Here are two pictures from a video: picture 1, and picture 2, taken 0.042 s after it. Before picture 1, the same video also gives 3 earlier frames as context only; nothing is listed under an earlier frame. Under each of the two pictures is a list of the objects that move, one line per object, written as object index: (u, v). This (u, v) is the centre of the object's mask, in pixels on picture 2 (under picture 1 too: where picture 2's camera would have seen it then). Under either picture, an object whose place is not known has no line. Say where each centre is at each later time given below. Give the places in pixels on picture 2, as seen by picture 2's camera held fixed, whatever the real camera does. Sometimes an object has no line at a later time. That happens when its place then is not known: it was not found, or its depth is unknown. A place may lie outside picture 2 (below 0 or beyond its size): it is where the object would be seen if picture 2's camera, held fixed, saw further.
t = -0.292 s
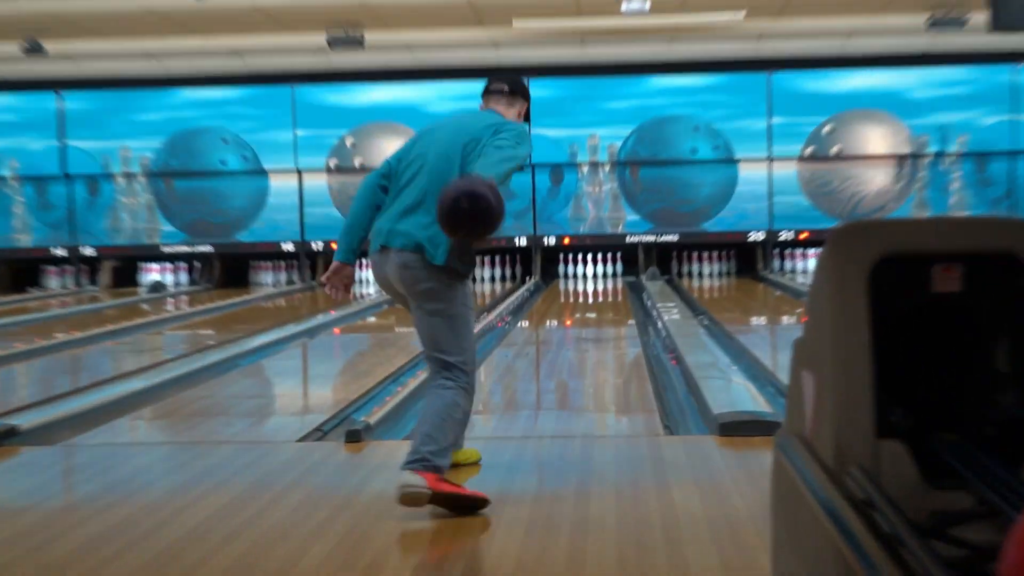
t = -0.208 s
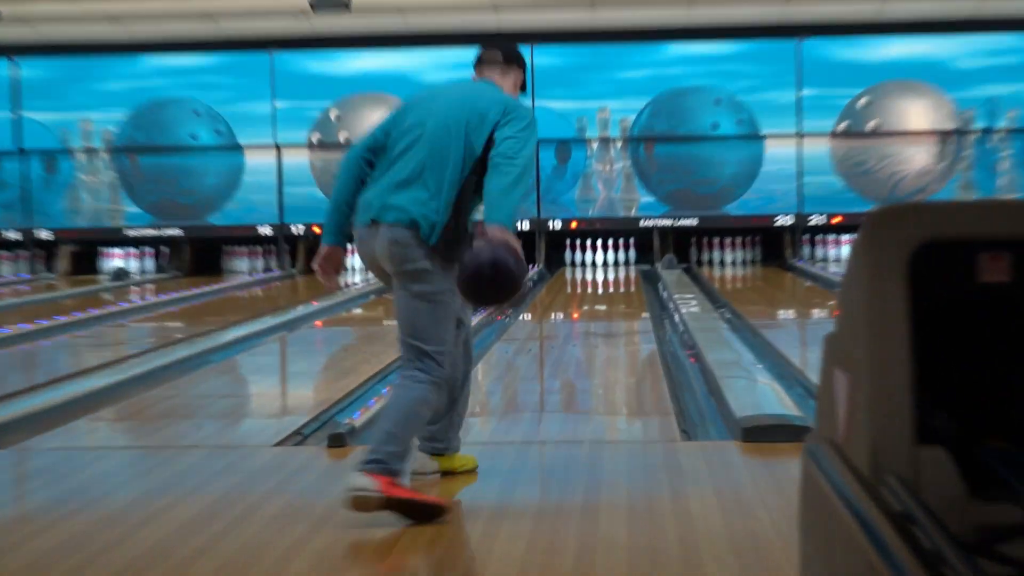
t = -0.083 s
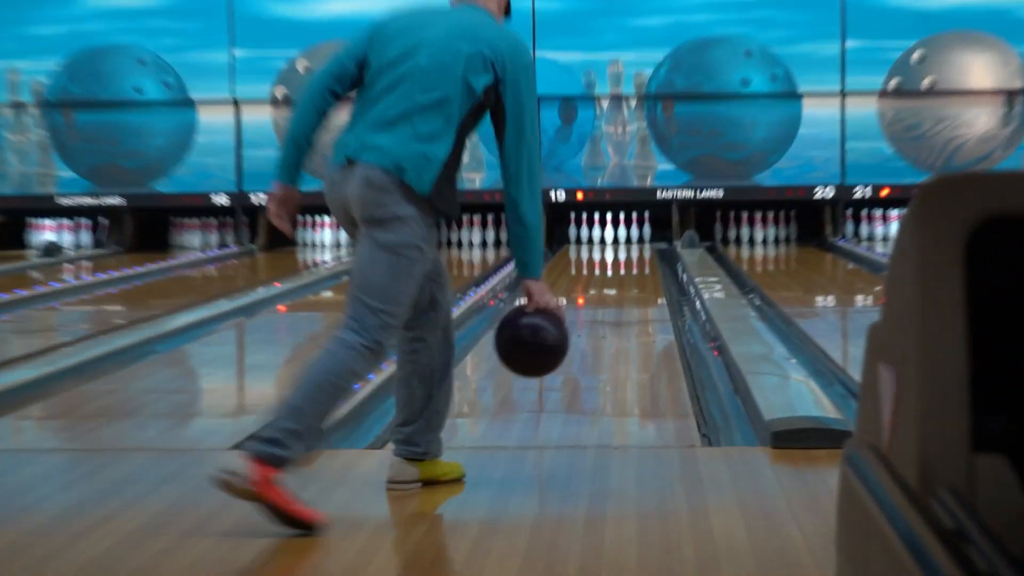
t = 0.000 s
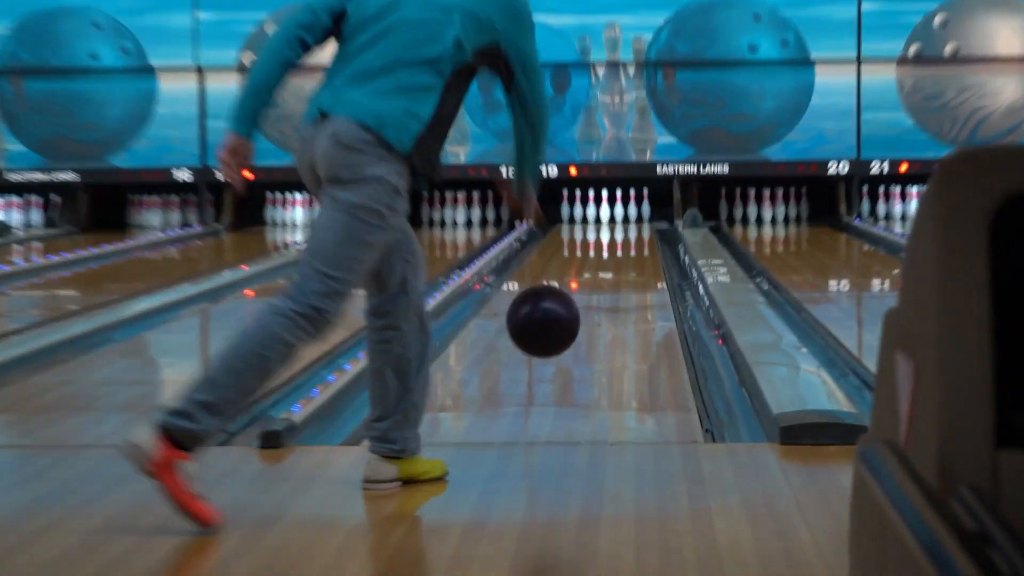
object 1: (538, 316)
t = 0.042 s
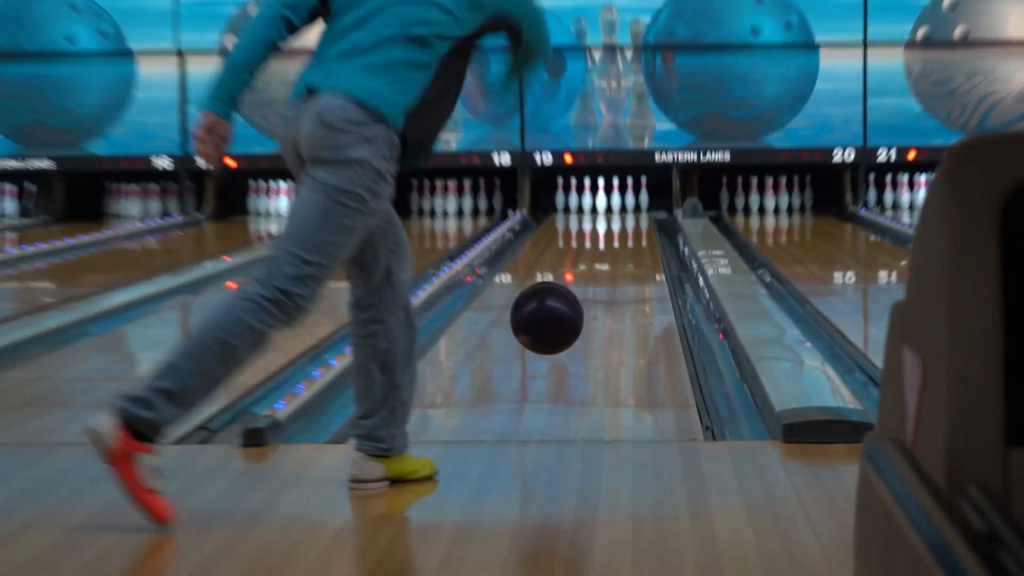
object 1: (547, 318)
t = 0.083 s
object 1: (554, 326)
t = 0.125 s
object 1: (560, 340)
